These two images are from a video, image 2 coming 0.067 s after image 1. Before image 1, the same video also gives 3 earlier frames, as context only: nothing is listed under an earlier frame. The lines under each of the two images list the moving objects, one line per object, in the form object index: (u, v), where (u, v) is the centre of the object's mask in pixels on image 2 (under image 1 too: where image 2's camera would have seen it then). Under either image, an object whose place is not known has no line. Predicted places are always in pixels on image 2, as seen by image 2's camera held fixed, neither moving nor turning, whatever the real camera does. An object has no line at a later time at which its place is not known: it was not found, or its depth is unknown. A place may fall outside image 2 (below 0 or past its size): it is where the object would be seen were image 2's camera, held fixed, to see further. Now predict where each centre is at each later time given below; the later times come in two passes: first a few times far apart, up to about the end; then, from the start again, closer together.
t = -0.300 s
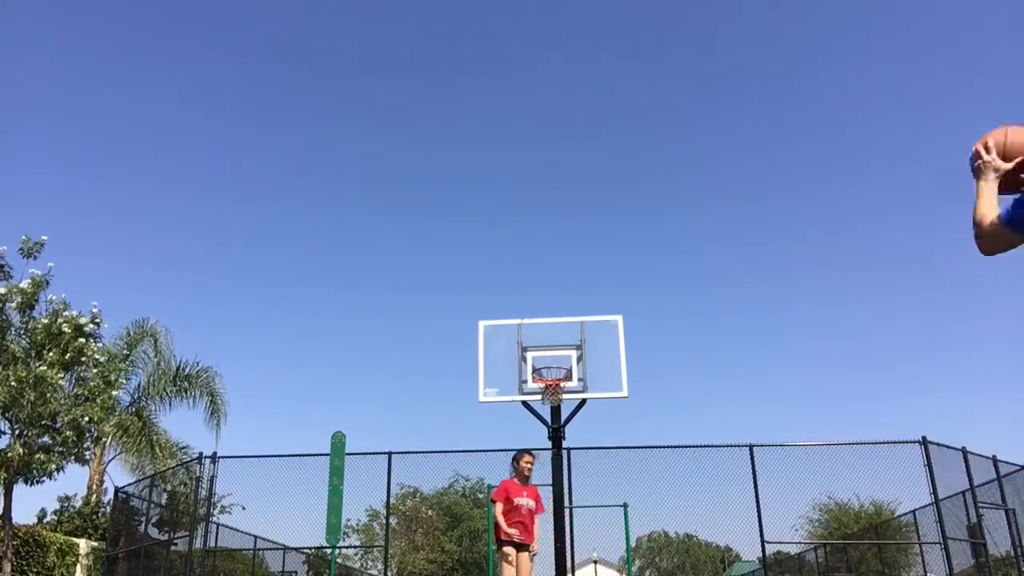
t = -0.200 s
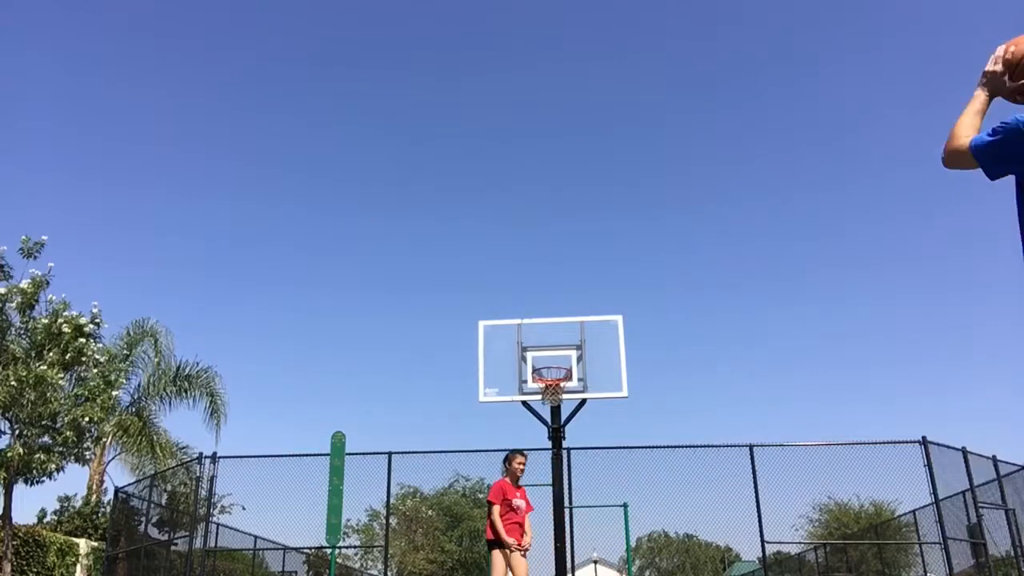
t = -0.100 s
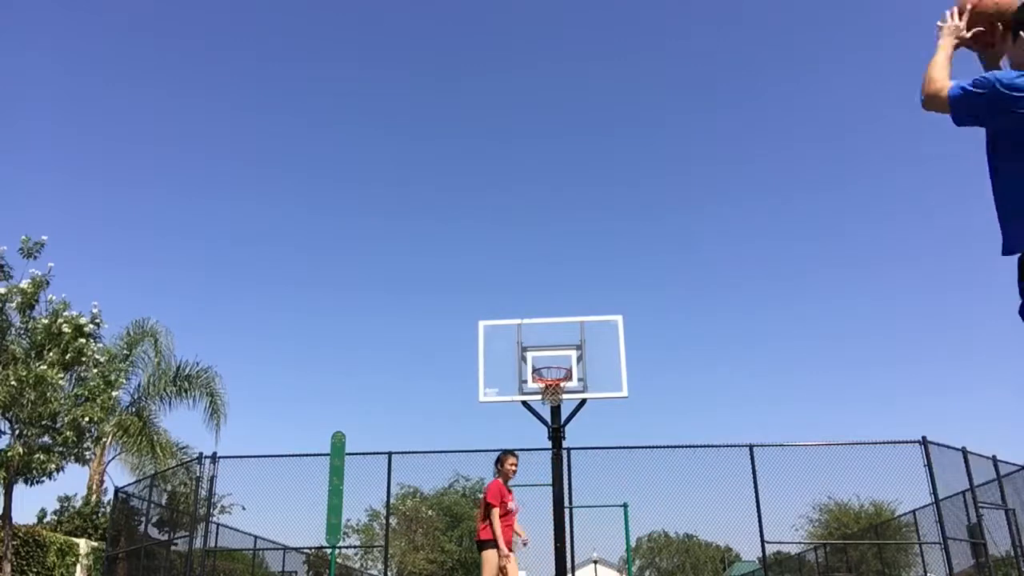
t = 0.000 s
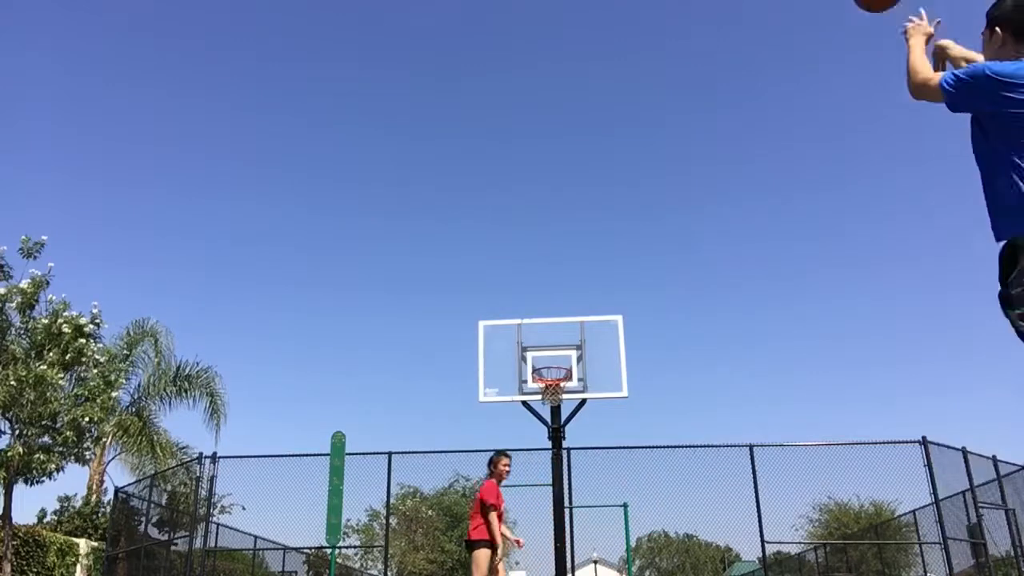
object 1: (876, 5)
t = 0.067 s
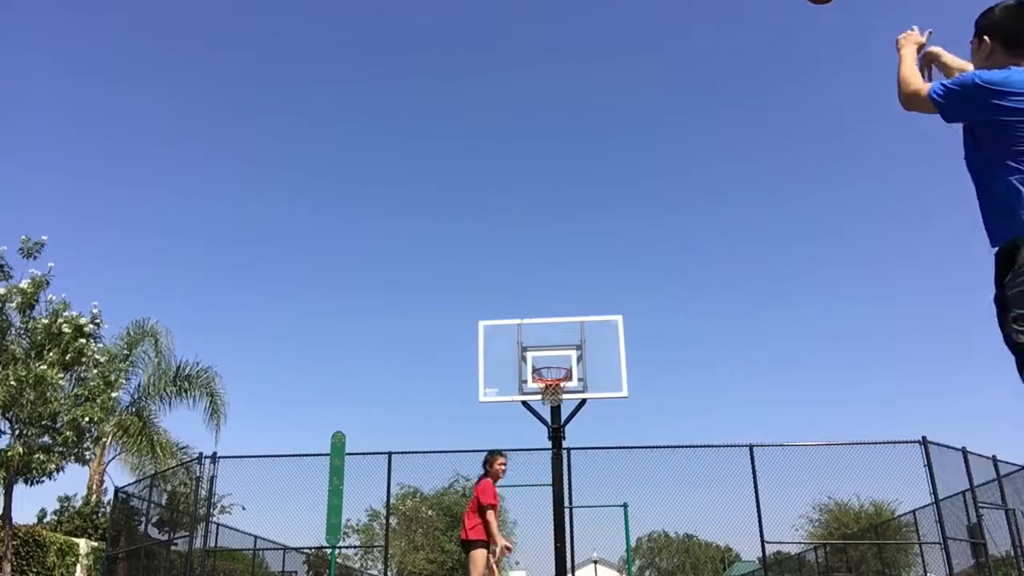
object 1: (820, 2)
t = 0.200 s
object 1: (742, 4)
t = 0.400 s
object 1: (669, 29)
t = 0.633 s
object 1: (616, 103)
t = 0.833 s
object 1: (584, 182)
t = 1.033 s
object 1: (560, 274)
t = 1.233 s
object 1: (542, 367)
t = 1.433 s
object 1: (540, 305)
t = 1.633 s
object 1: (540, 274)
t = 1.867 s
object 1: (540, 274)
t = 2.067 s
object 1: (541, 306)
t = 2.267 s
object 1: (543, 374)
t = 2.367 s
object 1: (546, 424)
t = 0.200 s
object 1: (742, 4)
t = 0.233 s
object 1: (727, 5)
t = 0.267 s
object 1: (714, 8)
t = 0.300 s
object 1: (701, 11)
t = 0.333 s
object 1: (690, 14)
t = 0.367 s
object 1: (680, 21)
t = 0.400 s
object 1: (669, 29)
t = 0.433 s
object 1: (660, 38)
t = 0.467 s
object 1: (651, 48)
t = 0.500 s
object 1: (643, 58)
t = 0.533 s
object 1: (635, 68)
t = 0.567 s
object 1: (629, 80)
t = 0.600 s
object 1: (622, 91)
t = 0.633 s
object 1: (616, 103)
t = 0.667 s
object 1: (610, 115)
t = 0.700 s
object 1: (604, 128)
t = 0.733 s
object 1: (598, 141)
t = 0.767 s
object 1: (594, 154)
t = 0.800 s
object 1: (589, 168)
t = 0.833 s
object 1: (584, 182)
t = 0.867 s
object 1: (580, 196)
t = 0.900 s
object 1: (576, 211)
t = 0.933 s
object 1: (572, 226)
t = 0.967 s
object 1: (568, 242)
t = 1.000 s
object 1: (564, 257)
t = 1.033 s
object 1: (560, 274)
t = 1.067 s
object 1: (557, 291)
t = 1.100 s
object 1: (553, 308)
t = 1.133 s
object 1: (550, 326)
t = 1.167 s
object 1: (547, 343)
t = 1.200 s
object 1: (544, 362)
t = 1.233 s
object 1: (542, 367)
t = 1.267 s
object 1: (542, 354)
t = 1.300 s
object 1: (541, 342)
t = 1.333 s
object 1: (541, 332)
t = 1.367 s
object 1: (541, 322)
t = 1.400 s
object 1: (541, 313)
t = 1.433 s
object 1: (540, 305)
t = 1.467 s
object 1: (540, 298)
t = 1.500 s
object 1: (540, 292)
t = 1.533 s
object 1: (540, 286)
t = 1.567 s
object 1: (540, 281)
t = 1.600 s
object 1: (540, 277)
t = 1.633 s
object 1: (540, 274)
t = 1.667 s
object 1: (539, 272)
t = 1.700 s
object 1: (540, 270)
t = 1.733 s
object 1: (539, 269)
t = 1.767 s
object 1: (539, 269)
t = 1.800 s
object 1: (540, 270)
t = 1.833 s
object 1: (540, 271)
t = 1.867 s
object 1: (540, 274)
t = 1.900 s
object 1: (540, 277)
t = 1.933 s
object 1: (540, 281)
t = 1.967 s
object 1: (540, 286)
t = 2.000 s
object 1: (541, 292)
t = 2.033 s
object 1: (541, 299)
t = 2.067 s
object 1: (541, 306)
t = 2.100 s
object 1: (541, 315)
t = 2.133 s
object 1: (542, 325)
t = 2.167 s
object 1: (542, 336)
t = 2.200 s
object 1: (542, 348)
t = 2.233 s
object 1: (543, 361)
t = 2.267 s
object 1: (543, 374)
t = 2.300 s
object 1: (544, 390)
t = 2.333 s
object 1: (545, 405)
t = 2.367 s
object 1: (546, 424)
